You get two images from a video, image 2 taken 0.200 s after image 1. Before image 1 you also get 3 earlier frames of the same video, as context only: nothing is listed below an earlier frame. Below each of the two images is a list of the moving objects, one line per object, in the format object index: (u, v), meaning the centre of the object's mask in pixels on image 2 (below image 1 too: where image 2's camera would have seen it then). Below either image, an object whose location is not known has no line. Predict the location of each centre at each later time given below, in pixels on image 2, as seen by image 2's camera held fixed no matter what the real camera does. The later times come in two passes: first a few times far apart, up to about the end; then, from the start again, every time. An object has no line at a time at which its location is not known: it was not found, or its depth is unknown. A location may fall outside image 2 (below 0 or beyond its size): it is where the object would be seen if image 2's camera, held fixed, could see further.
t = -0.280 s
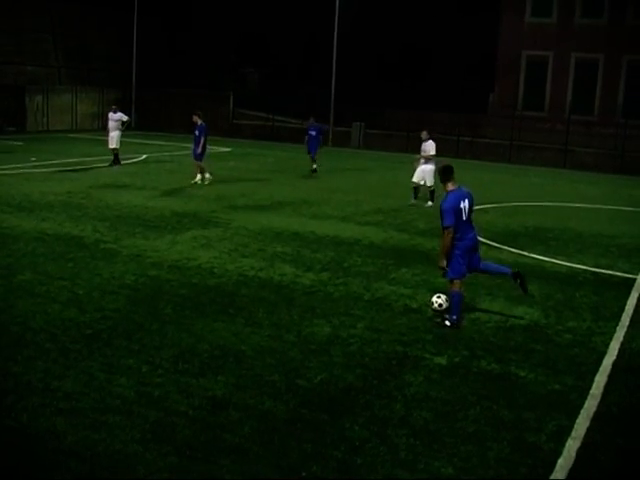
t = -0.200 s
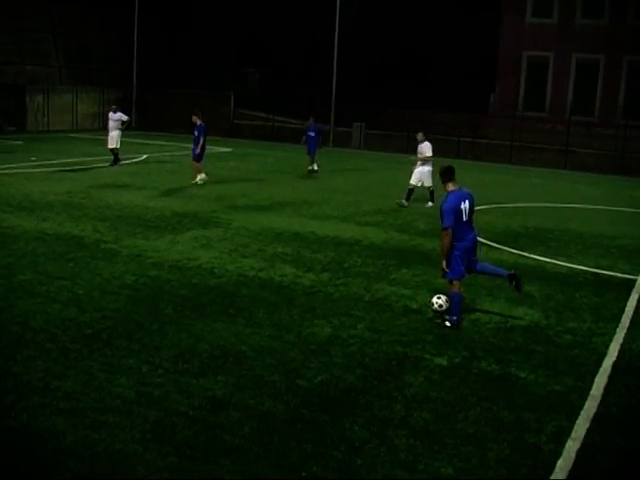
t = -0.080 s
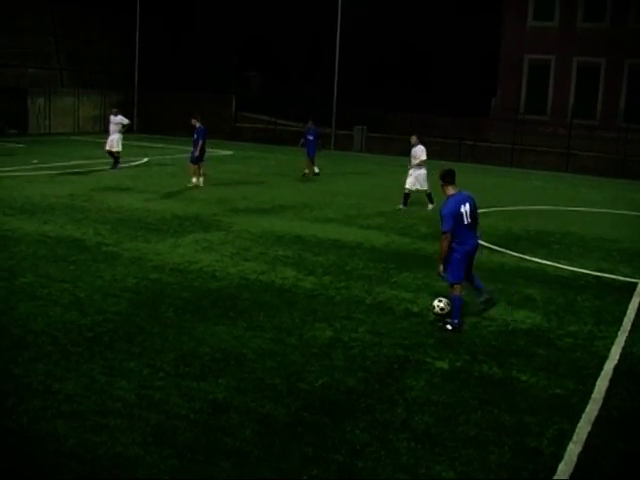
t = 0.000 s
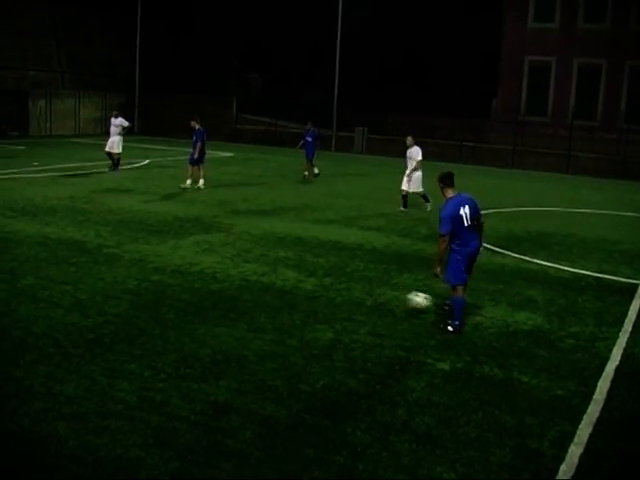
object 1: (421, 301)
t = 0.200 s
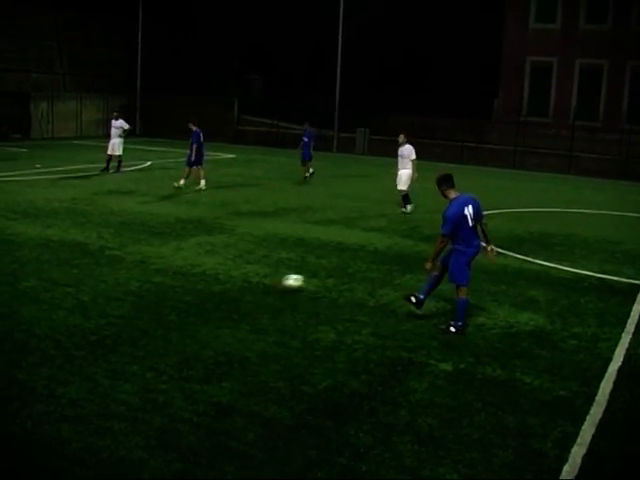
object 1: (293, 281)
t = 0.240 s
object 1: (272, 279)
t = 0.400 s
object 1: (198, 266)
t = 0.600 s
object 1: (132, 254)
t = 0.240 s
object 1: (272, 279)
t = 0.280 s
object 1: (252, 274)
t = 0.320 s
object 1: (234, 270)
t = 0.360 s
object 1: (216, 268)
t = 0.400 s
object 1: (198, 266)
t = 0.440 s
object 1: (182, 264)
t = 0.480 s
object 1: (169, 260)
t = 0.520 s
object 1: (155, 258)
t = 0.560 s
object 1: (142, 257)
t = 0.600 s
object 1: (132, 254)
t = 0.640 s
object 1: (121, 252)
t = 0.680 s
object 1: (111, 251)
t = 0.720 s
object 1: (101, 247)
